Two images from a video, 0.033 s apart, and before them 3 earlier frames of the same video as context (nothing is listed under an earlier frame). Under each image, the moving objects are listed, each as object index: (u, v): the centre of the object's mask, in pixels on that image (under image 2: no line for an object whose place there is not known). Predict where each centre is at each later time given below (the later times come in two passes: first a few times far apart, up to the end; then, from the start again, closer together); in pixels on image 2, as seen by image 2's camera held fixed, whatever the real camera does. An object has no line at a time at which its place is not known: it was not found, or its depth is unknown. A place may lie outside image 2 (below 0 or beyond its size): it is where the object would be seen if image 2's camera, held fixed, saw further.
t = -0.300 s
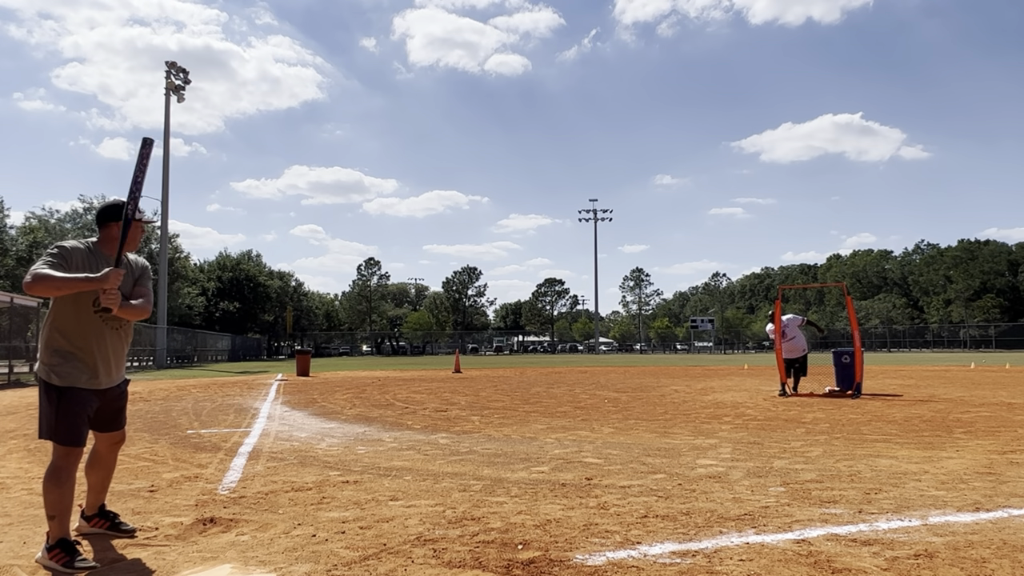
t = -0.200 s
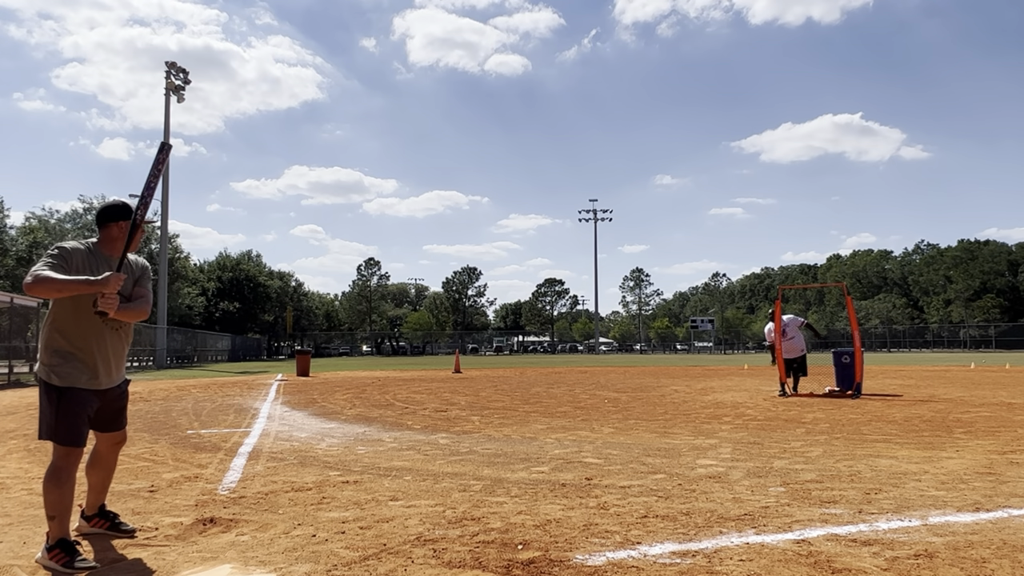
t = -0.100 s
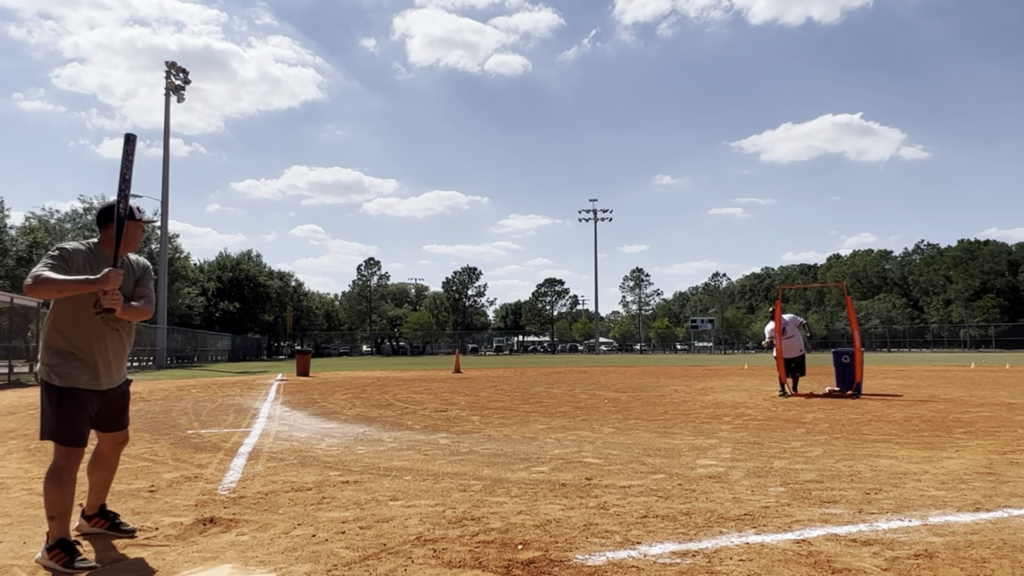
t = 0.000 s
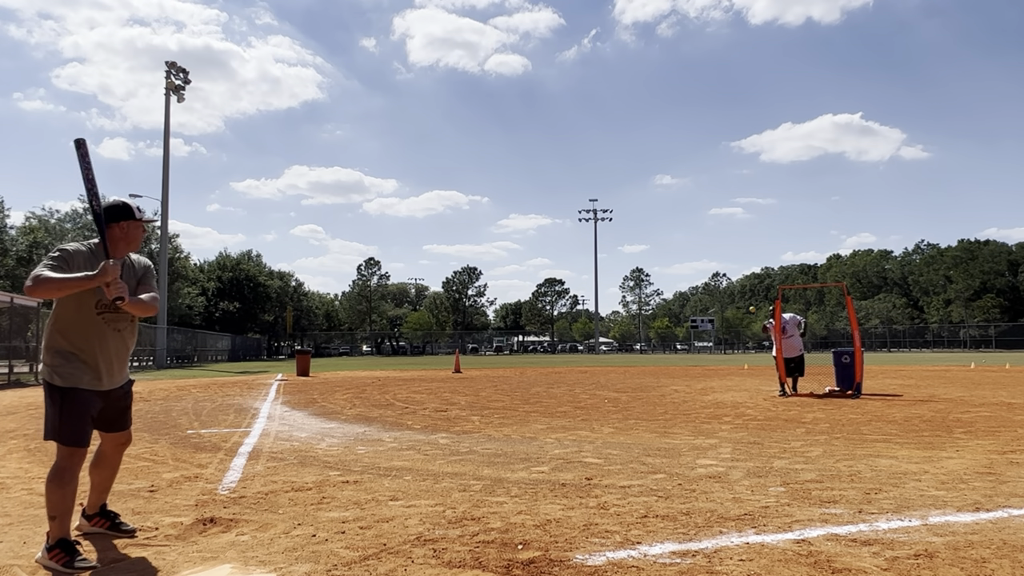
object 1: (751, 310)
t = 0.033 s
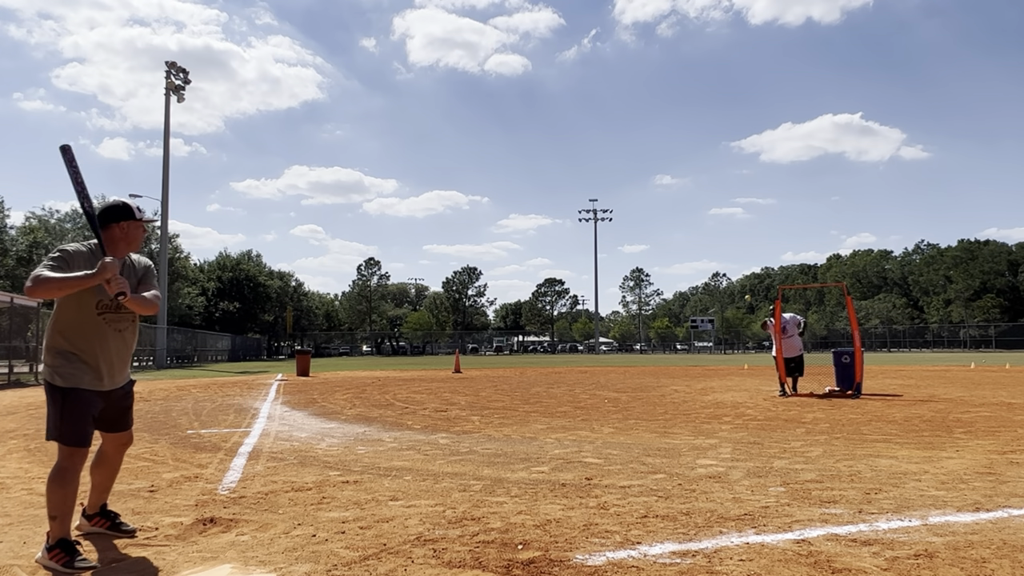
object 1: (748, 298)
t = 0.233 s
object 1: (717, 236)
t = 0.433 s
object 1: (677, 185)
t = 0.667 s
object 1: (615, 147)
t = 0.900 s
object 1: (515, 152)
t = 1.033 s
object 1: (428, 191)
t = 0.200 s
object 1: (723, 246)
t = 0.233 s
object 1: (717, 236)
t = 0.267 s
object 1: (711, 226)
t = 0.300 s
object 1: (706, 218)
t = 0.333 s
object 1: (699, 209)
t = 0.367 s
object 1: (692, 200)
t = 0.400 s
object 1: (685, 192)
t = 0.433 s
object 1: (677, 185)
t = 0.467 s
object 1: (670, 178)
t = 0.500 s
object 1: (663, 172)
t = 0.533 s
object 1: (654, 165)
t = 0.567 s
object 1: (645, 160)
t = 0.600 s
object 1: (635, 155)
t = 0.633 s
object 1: (626, 150)
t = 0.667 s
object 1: (615, 147)
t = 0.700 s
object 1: (603, 145)
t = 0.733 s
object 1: (591, 143)
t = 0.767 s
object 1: (578, 142)
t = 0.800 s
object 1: (564, 143)
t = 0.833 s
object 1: (549, 144)
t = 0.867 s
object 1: (533, 147)
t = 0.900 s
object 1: (515, 152)
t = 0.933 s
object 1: (496, 159)
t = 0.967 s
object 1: (476, 167)
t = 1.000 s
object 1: (453, 178)
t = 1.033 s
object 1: (428, 191)
